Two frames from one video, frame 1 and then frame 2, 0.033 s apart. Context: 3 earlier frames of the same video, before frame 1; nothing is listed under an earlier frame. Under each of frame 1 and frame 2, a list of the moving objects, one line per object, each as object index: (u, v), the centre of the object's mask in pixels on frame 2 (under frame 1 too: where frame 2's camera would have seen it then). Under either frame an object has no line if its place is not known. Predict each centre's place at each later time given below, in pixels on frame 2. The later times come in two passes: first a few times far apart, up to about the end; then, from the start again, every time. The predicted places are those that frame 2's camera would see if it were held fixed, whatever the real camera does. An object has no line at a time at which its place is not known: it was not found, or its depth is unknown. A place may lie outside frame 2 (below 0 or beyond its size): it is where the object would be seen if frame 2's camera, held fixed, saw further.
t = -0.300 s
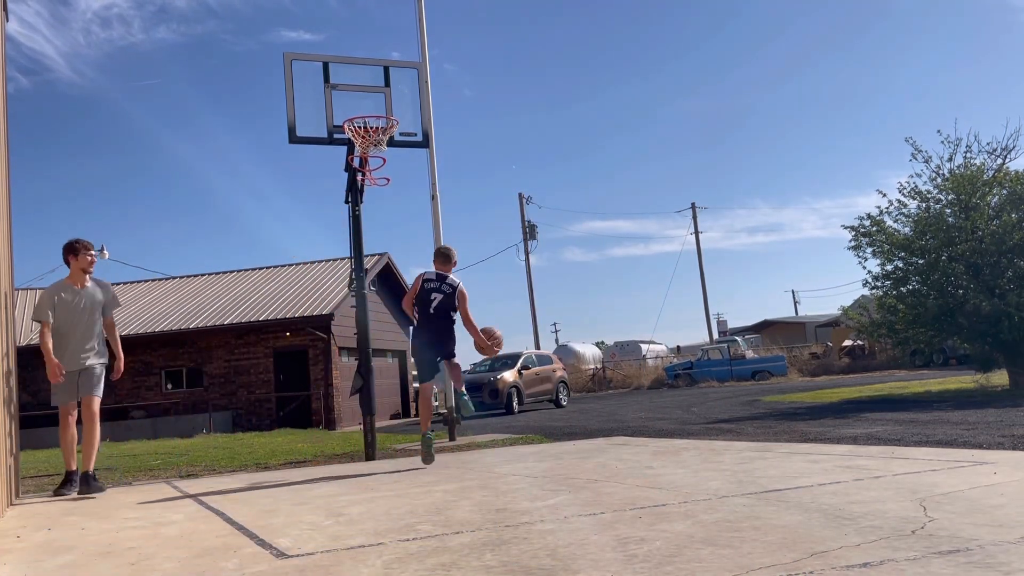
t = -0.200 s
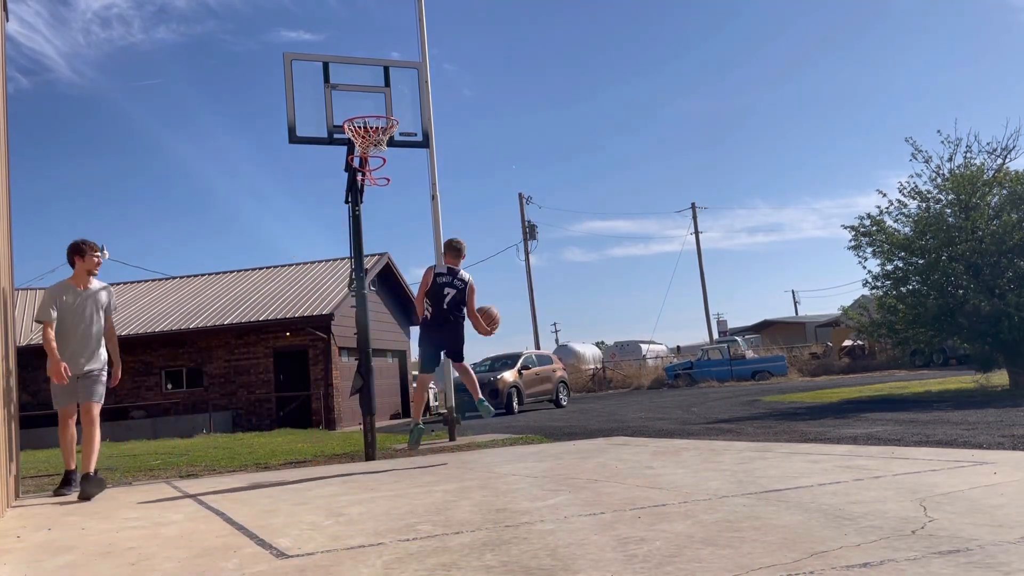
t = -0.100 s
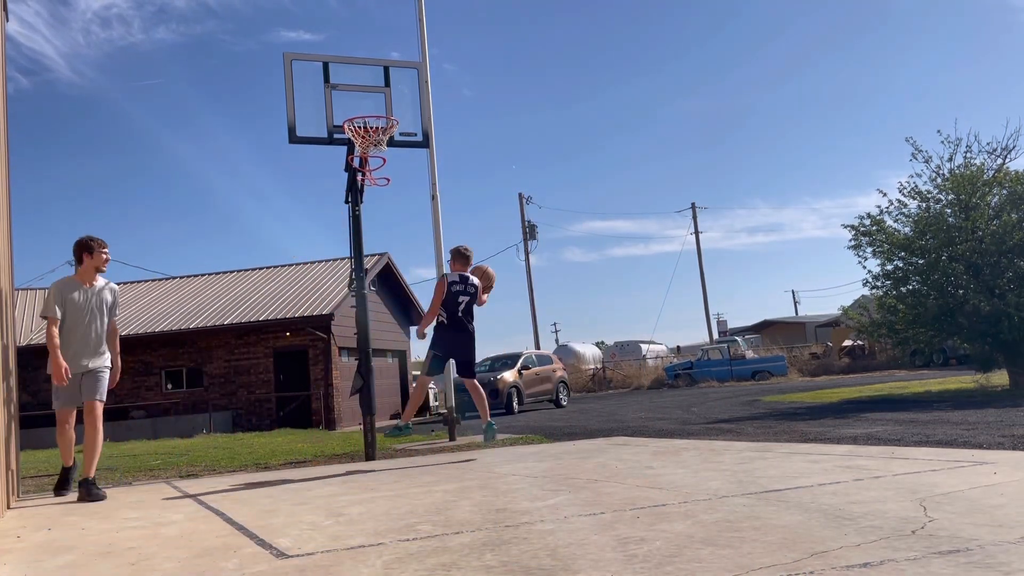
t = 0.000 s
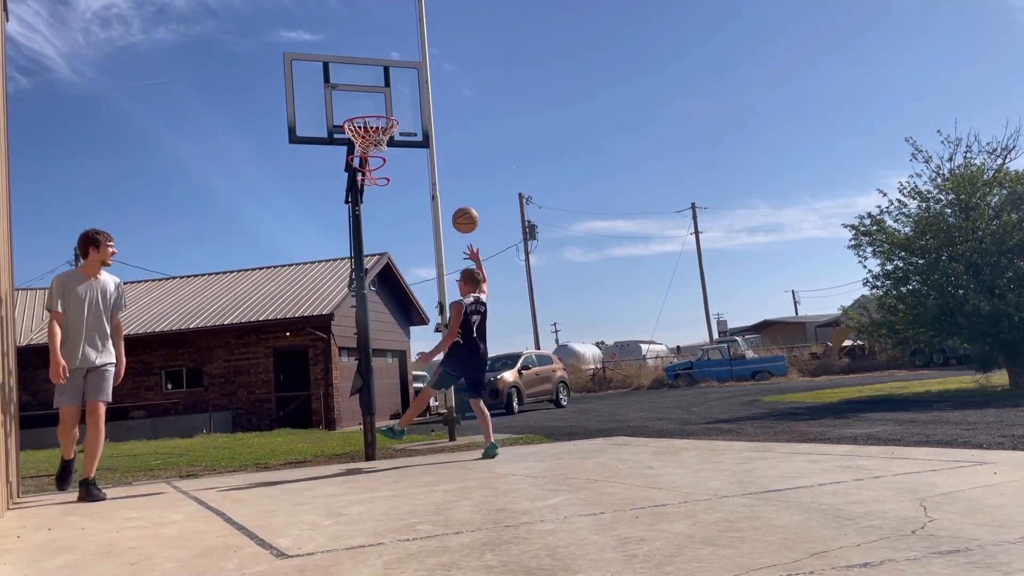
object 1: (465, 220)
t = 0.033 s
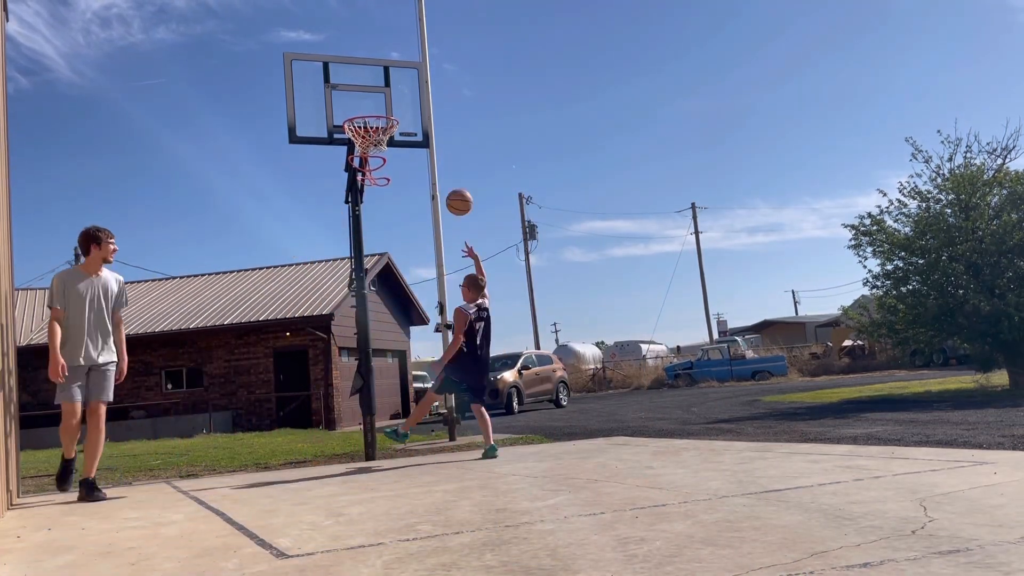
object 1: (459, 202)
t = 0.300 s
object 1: (415, 105)
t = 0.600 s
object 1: (383, 75)
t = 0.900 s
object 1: (368, 126)
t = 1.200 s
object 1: (382, 178)
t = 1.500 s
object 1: (401, 196)
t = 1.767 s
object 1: (425, 282)
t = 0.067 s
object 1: (453, 185)
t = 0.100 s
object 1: (447, 170)
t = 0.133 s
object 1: (442, 156)
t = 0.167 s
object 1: (436, 144)
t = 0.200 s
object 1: (431, 132)
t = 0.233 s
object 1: (425, 122)
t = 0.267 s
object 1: (420, 113)
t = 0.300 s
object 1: (415, 105)
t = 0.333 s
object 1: (410, 98)
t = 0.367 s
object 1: (405, 93)
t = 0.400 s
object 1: (401, 89)
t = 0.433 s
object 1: (396, 86)
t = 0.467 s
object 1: (392, 83)
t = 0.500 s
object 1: (389, 80)
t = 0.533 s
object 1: (387, 77)
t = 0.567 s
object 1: (385, 76)
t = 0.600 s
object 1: (383, 75)
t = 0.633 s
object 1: (381, 76)
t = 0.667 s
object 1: (379, 78)
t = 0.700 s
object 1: (377, 81)
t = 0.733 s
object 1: (375, 86)
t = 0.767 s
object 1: (374, 92)
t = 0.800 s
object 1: (372, 98)
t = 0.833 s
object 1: (370, 105)
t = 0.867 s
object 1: (369, 115)
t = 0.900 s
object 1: (368, 126)
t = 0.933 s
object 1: (365, 138)
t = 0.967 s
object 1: (366, 145)
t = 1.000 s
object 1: (369, 150)
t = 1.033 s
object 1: (371, 156)
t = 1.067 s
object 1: (373, 161)
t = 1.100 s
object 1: (376, 168)
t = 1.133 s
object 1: (378, 173)
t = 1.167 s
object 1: (380, 176)
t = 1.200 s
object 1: (382, 178)
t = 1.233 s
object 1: (384, 181)
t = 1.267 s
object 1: (386, 182)
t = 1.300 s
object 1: (388, 183)
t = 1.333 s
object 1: (389, 184)
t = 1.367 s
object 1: (392, 184)
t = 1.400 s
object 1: (394, 185)
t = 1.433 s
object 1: (396, 188)
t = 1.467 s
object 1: (399, 191)
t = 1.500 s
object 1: (401, 196)
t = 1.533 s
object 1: (404, 202)
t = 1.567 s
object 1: (407, 210)
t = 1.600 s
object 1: (409, 218)
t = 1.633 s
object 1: (412, 229)
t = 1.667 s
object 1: (415, 240)
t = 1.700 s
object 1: (418, 253)
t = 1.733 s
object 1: (422, 267)
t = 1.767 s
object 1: (425, 282)
